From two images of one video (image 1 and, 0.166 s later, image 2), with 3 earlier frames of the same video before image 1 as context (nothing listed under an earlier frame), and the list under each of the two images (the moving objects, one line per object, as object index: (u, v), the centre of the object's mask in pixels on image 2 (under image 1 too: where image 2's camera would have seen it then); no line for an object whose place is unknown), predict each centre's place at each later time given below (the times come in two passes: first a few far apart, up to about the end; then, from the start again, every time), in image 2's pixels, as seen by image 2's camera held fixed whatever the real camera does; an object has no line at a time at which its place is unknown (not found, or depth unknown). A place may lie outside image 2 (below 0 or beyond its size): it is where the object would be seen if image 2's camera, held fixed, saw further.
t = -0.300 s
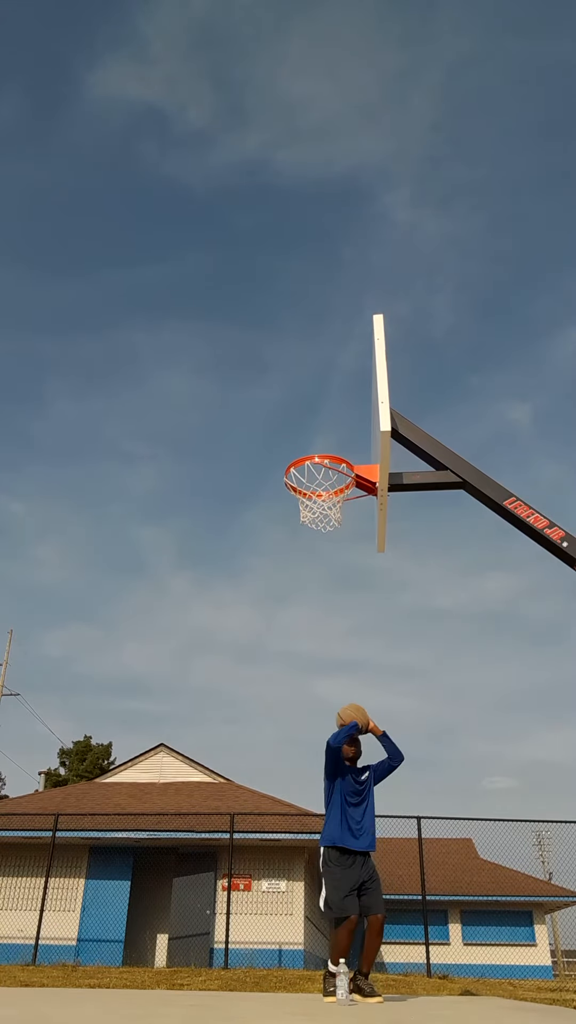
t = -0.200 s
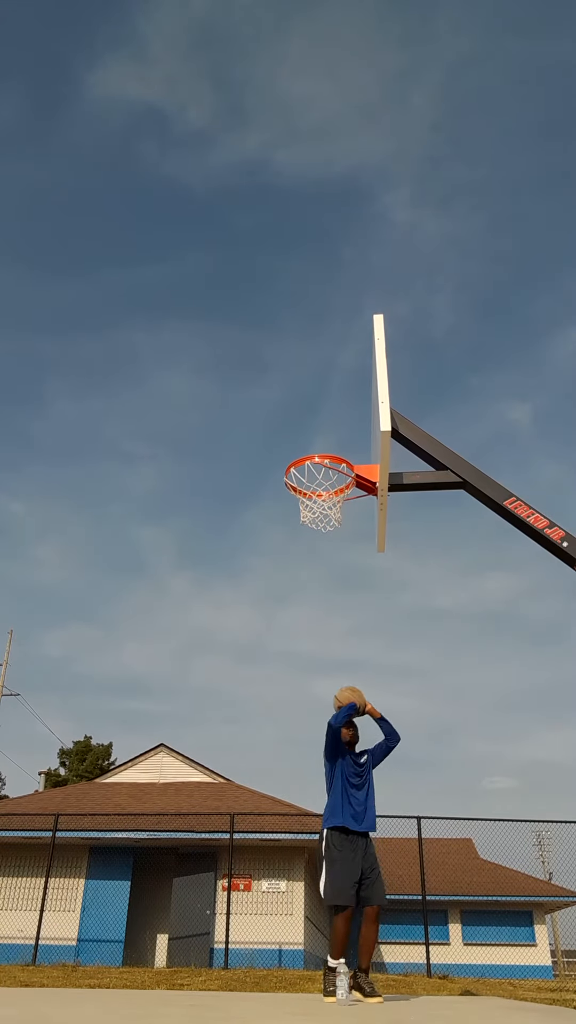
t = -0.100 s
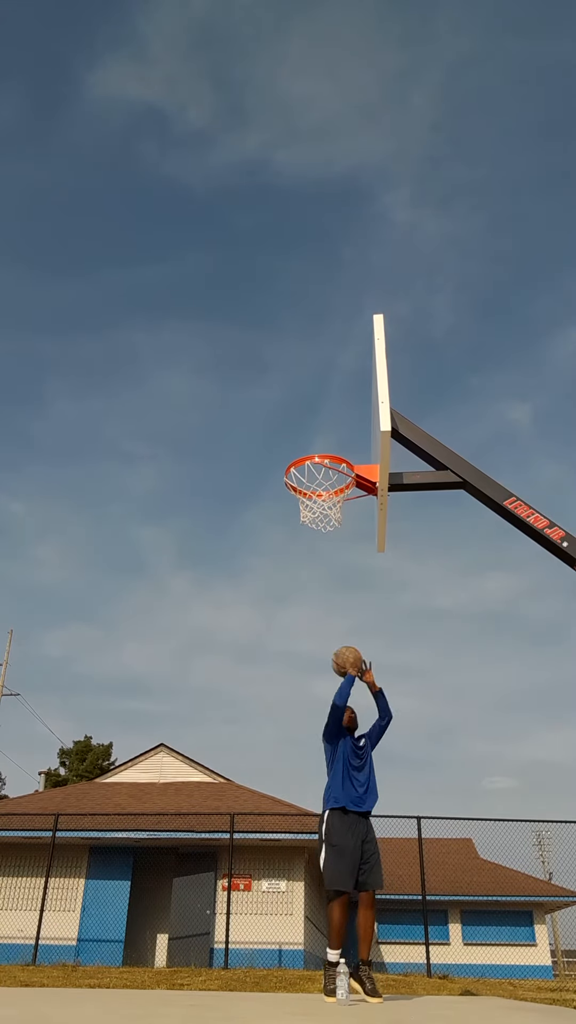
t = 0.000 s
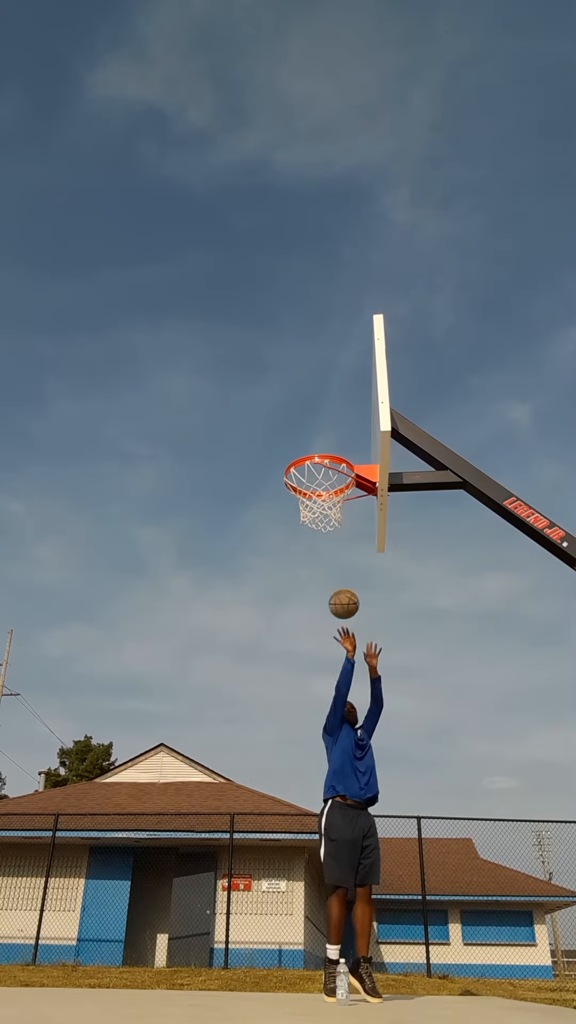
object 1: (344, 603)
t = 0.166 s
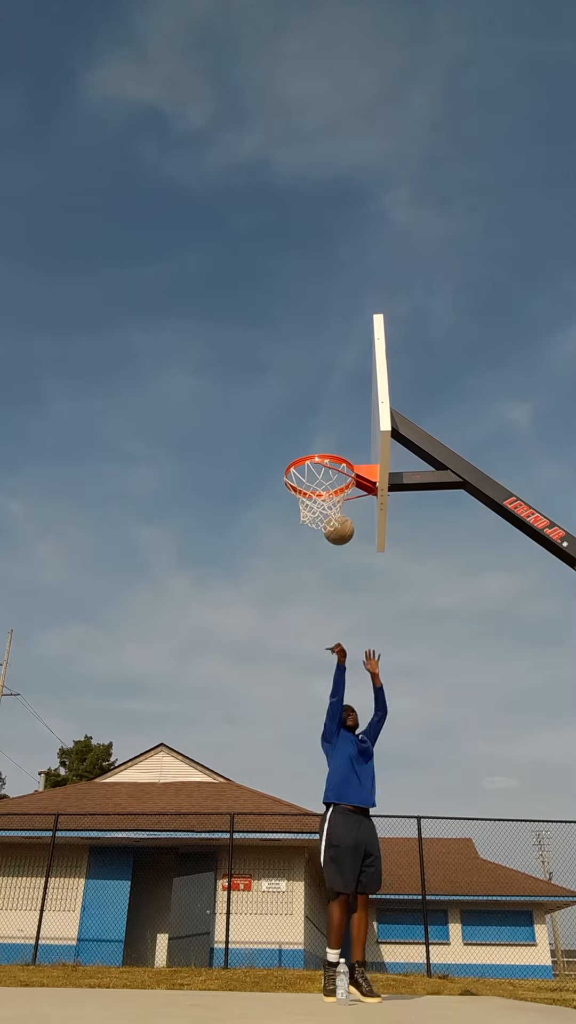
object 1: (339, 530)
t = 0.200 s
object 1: (339, 521)
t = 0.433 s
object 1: (331, 479)
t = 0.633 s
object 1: (327, 481)
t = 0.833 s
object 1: (320, 517)
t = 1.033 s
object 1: (313, 602)
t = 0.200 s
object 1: (339, 521)
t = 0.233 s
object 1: (342, 513)
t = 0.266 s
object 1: (346, 506)
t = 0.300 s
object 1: (334, 484)
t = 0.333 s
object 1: (332, 481)
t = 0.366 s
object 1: (332, 480)
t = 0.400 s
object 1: (332, 479)
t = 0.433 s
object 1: (331, 479)
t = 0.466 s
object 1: (331, 477)
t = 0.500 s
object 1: (329, 477)
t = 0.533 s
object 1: (328, 477)
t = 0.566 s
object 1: (327, 478)
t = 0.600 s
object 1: (326, 479)
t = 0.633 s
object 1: (327, 481)
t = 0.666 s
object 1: (327, 485)
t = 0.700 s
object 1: (326, 493)
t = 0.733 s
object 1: (326, 504)
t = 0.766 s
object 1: (324, 505)
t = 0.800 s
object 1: (322, 509)
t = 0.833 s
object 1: (320, 517)
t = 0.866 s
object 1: (319, 528)
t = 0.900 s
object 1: (318, 539)
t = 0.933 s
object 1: (317, 552)
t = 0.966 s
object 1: (316, 566)
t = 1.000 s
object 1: (314, 583)
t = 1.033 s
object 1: (313, 602)
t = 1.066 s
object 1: (312, 623)
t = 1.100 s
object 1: (310, 647)
